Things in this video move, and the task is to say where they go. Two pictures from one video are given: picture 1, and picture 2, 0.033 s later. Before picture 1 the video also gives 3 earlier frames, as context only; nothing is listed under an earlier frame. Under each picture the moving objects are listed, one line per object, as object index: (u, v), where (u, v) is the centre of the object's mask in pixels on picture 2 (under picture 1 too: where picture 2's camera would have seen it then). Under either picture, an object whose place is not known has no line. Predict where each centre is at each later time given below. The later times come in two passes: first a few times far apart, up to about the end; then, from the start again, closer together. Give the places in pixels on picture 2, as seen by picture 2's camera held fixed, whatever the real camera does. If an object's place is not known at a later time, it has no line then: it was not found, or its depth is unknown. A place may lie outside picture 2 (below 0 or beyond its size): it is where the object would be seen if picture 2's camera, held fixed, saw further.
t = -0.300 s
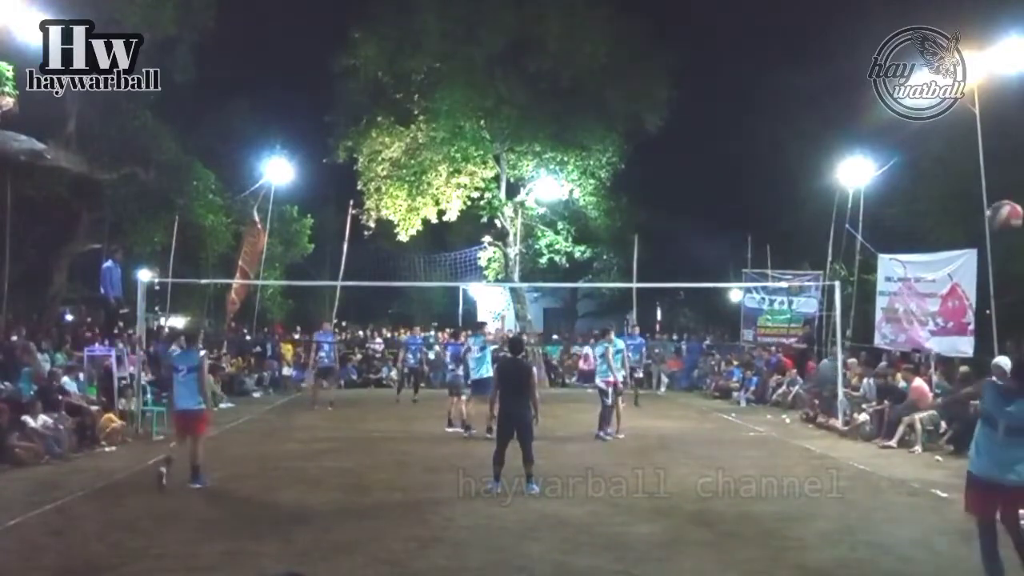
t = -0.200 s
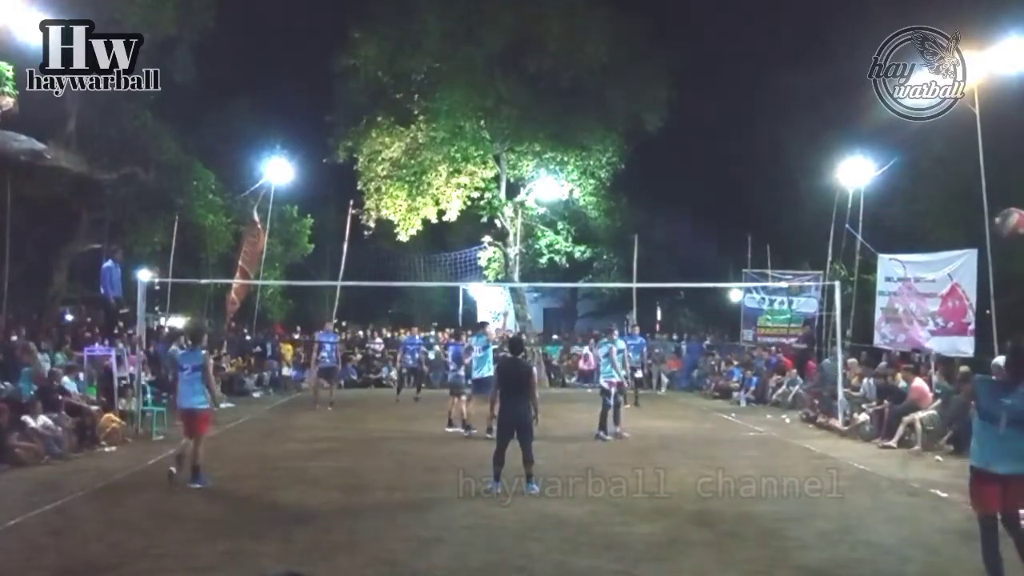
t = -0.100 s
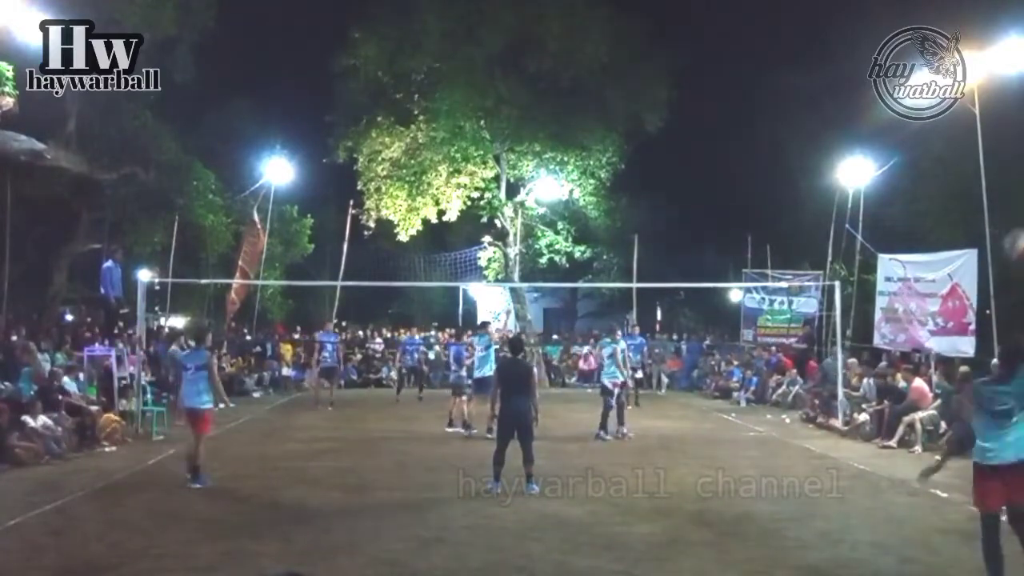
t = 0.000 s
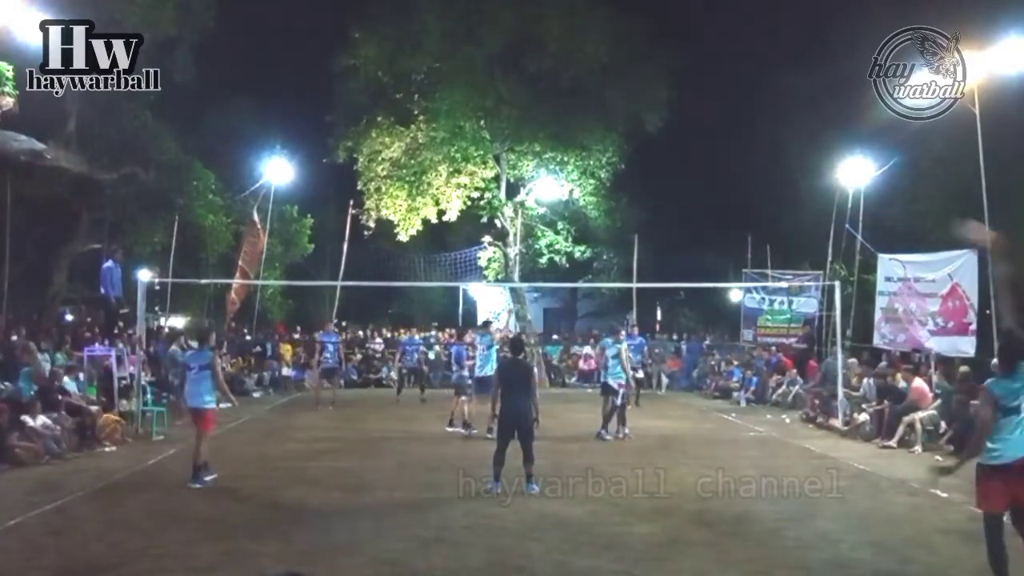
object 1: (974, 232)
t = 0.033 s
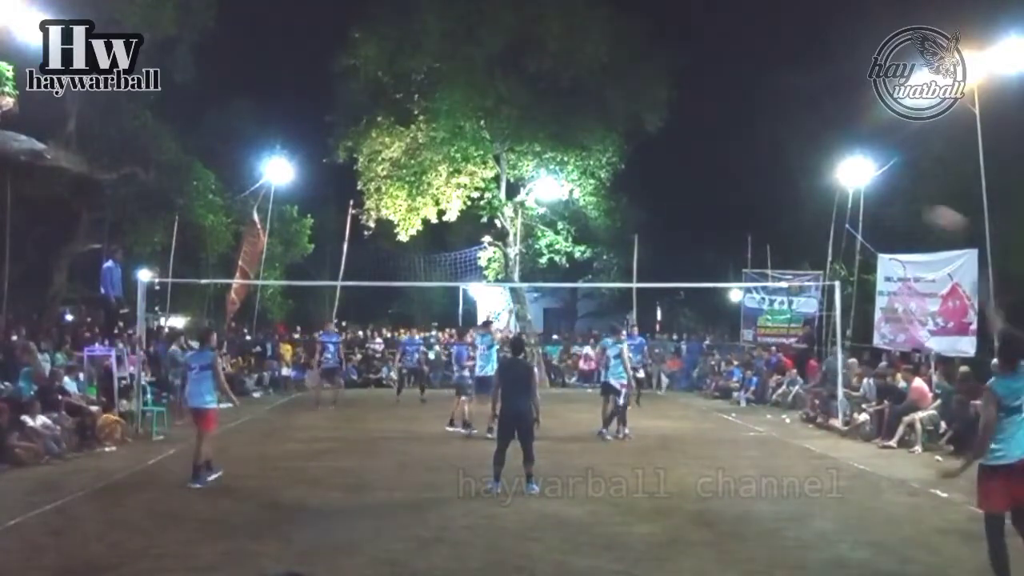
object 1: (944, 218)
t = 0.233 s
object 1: (810, 172)
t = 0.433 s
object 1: (730, 183)
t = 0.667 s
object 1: (665, 222)
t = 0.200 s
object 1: (823, 177)
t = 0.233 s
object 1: (810, 172)
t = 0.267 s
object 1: (795, 172)
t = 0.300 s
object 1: (779, 173)
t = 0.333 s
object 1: (766, 174)
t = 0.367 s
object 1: (753, 176)
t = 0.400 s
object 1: (741, 180)
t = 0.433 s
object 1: (730, 183)
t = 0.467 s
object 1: (719, 187)
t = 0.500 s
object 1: (708, 192)
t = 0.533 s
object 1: (699, 197)
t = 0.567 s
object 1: (690, 203)
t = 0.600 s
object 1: (681, 209)
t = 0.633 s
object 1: (673, 215)
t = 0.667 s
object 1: (665, 222)
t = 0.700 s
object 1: (658, 229)
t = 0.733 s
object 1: (651, 236)
